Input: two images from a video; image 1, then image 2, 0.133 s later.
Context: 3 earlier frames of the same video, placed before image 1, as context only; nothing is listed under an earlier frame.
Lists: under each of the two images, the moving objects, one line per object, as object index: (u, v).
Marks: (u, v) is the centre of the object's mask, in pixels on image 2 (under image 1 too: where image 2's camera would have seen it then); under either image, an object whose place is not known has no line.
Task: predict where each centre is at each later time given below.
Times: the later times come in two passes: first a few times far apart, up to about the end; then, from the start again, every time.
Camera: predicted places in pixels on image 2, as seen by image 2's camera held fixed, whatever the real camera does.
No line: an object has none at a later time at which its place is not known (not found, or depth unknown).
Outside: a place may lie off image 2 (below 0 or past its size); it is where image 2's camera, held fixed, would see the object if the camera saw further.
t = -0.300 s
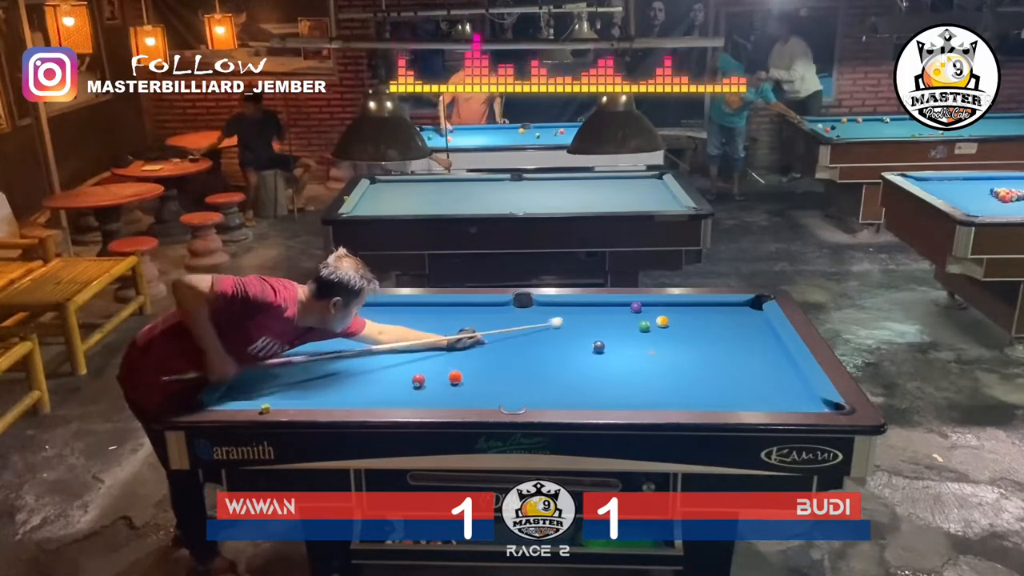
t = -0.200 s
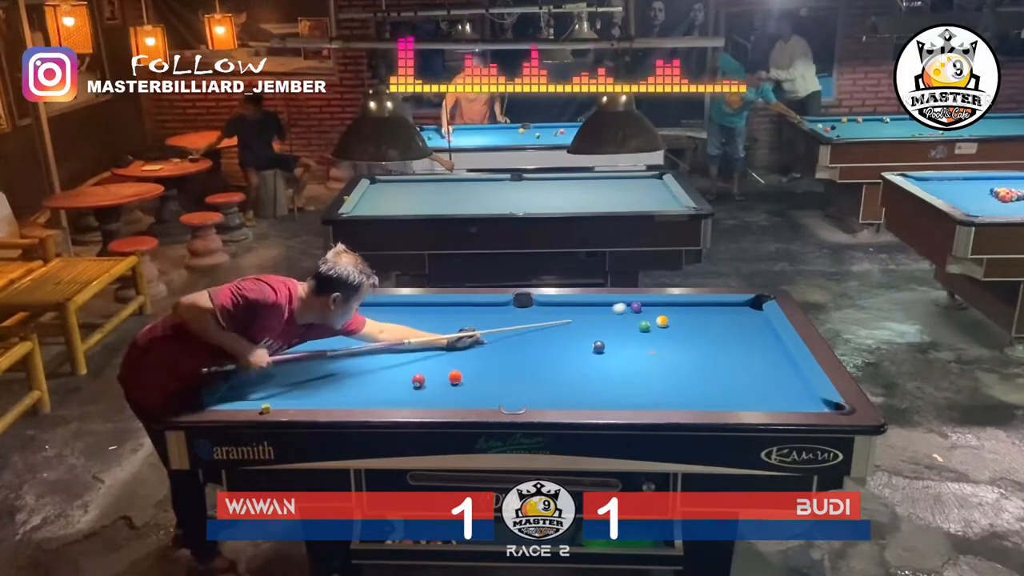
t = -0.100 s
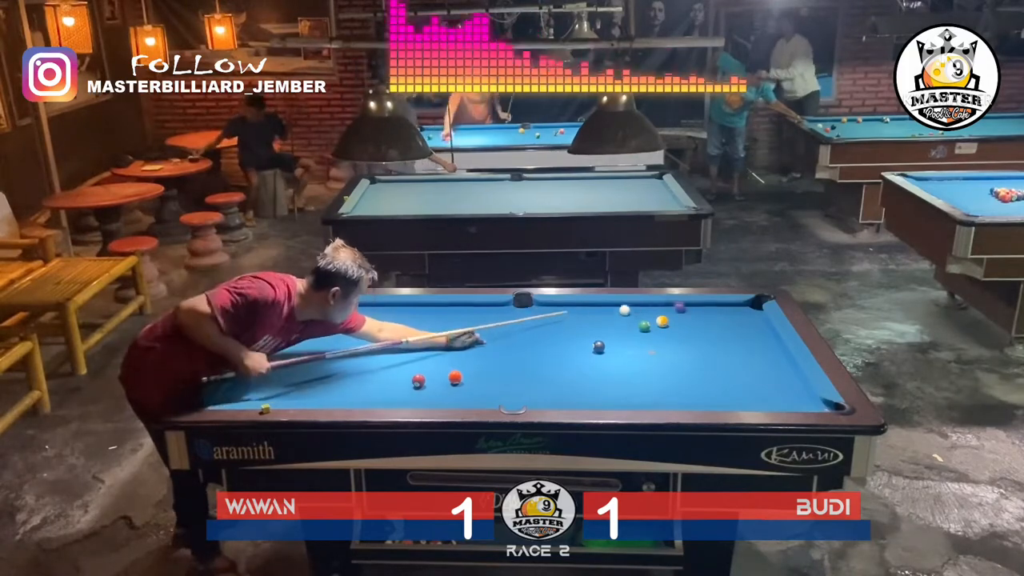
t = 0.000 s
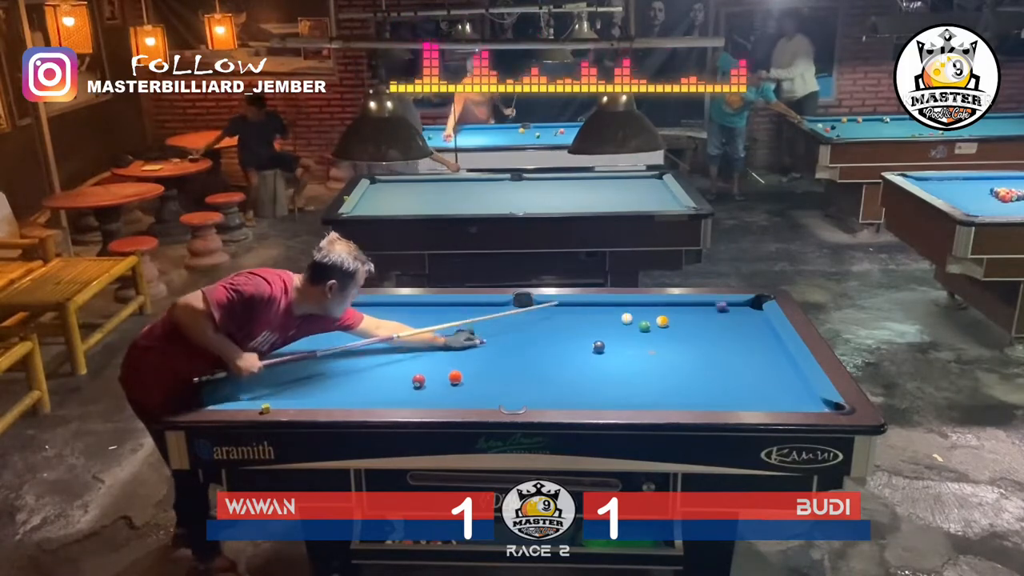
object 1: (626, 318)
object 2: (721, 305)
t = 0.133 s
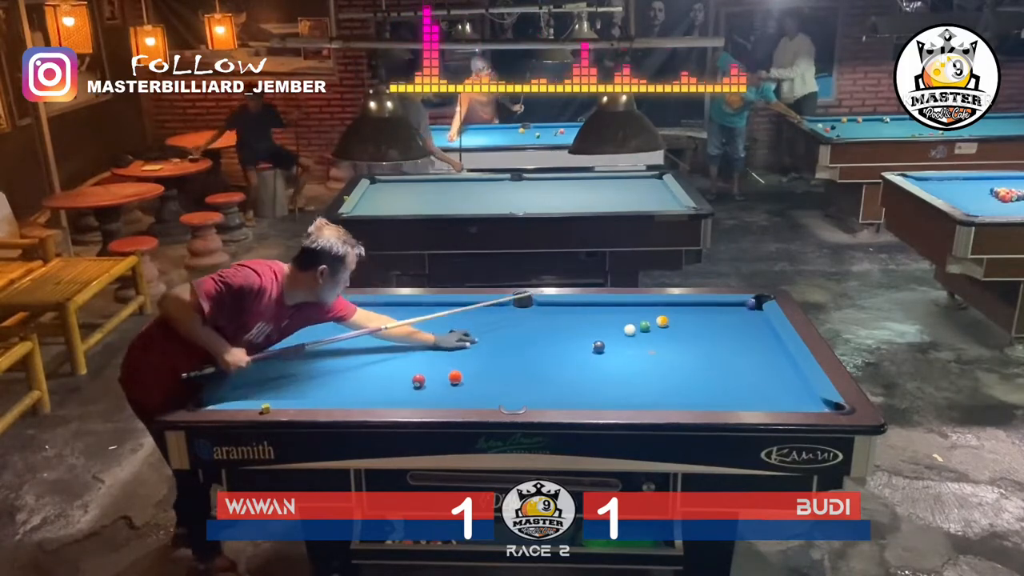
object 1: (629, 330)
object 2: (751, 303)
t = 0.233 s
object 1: (632, 339)
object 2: (754, 309)
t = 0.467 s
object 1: (639, 361)
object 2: (766, 325)
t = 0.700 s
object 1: (647, 384)
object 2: (773, 339)
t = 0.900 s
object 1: (653, 398)
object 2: (781, 352)
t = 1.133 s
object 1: (651, 383)
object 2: (789, 367)
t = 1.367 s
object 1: (650, 369)
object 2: (798, 381)
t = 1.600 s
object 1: (650, 358)
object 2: (807, 397)
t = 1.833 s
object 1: (650, 349)
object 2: (821, 403)
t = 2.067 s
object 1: (652, 341)
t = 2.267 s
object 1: (653, 335)
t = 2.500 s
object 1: (655, 329)
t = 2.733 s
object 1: (657, 326)
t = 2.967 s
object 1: (657, 325)
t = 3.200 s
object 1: (658, 325)
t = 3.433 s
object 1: (658, 325)
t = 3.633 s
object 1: (658, 325)
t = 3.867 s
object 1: (658, 325)
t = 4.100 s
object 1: (658, 325)
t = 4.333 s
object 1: (658, 325)
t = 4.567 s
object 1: (658, 325)
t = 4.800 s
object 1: (658, 325)
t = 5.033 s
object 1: (658, 325)
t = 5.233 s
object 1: (658, 325)
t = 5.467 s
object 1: (658, 325)
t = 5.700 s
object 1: (658, 325)
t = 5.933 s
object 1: (658, 325)
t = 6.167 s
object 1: (658, 325)
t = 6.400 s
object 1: (658, 325)
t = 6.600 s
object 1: (658, 325)
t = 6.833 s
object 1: (658, 325)
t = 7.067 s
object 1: (658, 325)
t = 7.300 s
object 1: (658, 325)
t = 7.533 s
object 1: (658, 325)
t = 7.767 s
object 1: (658, 325)
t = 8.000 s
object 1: (658, 325)
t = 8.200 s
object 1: (658, 325)
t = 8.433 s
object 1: (658, 325)
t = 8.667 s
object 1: (658, 325)
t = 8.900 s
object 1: (658, 325)
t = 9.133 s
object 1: (658, 325)
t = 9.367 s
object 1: (658, 325)
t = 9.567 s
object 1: (658, 325)
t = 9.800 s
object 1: (658, 325)
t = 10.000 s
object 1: (658, 325)
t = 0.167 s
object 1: (630, 333)
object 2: (750, 304)
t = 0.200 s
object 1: (631, 336)
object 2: (752, 306)
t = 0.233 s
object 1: (632, 339)
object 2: (754, 309)
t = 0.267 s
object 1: (633, 342)
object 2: (756, 311)
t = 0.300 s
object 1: (634, 345)
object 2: (759, 313)
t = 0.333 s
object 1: (635, 348)
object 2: (761, 316)
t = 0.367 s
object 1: (636, 351)
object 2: (762, 317)
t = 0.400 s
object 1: (637, 354)
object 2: (764, 320)
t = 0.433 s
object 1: (638, 357)
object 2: (765, 323)
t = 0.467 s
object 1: (639, 361)
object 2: (766, 325)
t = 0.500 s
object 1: (640, 364)
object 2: (767, 327)
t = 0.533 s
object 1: (641, 367)
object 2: (768, 329)
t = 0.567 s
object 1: (642, 370)
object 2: (769, 331)
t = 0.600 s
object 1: (643, 374)
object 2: (770, 332)
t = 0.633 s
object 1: (644, 377)
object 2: (772, 335)
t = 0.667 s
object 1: (646, 381)
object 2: (772, 337)
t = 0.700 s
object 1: (647, 384)
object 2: (773, 339)
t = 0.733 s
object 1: (648, 387)
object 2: (775, 341)
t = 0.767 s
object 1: (649, 391)
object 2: (776, 343)
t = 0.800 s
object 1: (650, 394)
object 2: (777, 345)
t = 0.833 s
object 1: (652, 396)
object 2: (778, 347)
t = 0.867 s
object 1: (652, 399)
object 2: (779, 350)
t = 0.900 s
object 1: (653, 398)
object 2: (781, 352)
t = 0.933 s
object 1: (652, 395)
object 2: (782, 354)
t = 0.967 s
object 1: (652, 394)
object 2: (783, 356)
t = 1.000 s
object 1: (652, 392)
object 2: (784, 358)
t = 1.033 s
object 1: (651, 389)
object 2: (786, 361)
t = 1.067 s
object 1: (651, 387)
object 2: (787, 363)
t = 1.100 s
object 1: (651, 385)
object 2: (788, 364)
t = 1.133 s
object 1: (651, 383)
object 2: (789, 367)
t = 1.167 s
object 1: (651, 381)
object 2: (790, 369)
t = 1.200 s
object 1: (650, 379)
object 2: (792, 371)
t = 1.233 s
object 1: (650, 377)
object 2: (793, 373)
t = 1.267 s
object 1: (650, 375)
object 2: (794, 376)
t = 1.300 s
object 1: (650, 373)
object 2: (795, 378)
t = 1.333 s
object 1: (650, 371)
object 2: (796, 380)
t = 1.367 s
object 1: (650, 369)
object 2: (798, 381)
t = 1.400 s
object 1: (650, 368)
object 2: (799, 384)
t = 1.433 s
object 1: (650, 366)
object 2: (800, 387)
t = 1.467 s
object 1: (650, 365)
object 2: (802, 389)
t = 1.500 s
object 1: (650, 363)
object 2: (803, 391)
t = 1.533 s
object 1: (650, 361)
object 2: (805, 393)
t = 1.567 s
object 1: (650, 360)
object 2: (806, 396)
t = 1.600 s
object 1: (650, 358)
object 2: (807, 397)
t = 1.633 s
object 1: (650, 357)
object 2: (808, 399)
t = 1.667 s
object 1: (650, 356)
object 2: (810, 400)
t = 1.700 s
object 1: (650, 354)
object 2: (812, 401)
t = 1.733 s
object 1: (650, 353)
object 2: (814, 403)
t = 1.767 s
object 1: (650, 352)
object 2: (817, 403)
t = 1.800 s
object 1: (650, 350)
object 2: (820, 403)
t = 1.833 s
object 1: (650, 349)
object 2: (821, 403)
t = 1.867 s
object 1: (651, 348)
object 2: (826, 404)
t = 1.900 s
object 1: (651, 347)
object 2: (828, 405)
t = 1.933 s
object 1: (651, 345)
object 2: (830, 407)
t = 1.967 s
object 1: (651, 344)
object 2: (830, 405)
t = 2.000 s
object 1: (651, 343)
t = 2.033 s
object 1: (652, 342)
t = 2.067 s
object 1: (652, 341)
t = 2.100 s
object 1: (652, 340)
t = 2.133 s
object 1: (652, 339)
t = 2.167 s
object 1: (652, 338)
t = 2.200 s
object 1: (653, 337)
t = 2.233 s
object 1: (653, 336)
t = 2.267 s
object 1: (653, 335)
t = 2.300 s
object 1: (654, 334)
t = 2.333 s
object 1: (654, 333)
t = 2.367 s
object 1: (654, 332)
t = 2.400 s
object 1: (655, 331)
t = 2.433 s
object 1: (655, 331)
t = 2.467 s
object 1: (655, 330)
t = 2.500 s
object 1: (655, 329)
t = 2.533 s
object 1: (656, 328)
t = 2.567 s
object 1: (656, 328)
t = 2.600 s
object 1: (657, 327)
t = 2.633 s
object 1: (657, 326)
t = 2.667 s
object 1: (657, 326)
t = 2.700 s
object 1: (657, 326)
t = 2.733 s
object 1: (657, 326)
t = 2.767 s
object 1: (657, 326)
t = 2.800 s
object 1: (657, 325)
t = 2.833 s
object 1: (657, 325)
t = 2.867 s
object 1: (658, 325)
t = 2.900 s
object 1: (658, 325)
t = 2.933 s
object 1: (657, 325)
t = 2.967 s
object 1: (657, 325)
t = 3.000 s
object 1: (657, 325)
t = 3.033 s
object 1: (658, 325)
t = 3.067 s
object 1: (657, 325)
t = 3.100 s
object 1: (658, 325)
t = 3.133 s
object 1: (658, 325)
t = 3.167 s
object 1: (658, 325)
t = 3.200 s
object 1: (658, 325)
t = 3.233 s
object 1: (658, 325)
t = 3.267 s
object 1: (658, 325)
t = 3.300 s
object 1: (658, 325)
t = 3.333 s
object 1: (658, 325)
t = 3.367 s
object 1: (658, 325)
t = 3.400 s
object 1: (658, 325)
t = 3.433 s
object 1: (658, 325)
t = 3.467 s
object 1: (658, 325)
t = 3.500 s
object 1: (658, 325)
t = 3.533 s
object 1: (658, 325)
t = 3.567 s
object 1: (658, 325)
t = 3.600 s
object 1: (658, 325)
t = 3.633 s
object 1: (658, 325)
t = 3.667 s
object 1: (658, 325)
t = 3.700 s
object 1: (658, 325)
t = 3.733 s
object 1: (658, 325)
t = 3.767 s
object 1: (658, 325)
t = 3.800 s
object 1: (658, 325)
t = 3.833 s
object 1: (658, 325)
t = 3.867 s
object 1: (658, 325)
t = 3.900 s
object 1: (658, 325)
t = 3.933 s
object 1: (658, 325)
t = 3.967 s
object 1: (658, 325)
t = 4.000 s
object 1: (658, 325)
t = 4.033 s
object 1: (658, 325)
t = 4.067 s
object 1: (658, 325)
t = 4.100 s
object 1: (658, 325)
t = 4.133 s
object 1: (658, 325)
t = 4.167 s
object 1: (658, 325)
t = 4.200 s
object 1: (658, 325)
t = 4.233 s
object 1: (658, 325)
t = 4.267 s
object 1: (658, 325)
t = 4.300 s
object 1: (658, 325)
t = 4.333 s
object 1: (658, 325)
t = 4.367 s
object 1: (658, 325)
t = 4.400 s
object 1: (658, 325)
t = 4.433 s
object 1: (658, 325)
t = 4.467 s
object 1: (658, 325)
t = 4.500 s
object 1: (658, 325)
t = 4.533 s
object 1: (658, 325)
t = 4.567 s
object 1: (658, 325)
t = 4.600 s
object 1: (658, 325)
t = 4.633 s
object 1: (658, 325)
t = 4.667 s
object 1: (658, 325)
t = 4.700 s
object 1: (658, 325)
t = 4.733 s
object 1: (658, 325)
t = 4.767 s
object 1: (658, 325)
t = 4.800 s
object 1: (658, 325)
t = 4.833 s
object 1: (658, 325)
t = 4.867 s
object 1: (658, 325)
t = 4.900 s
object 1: (658, 325)
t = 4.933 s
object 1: (658, 325)
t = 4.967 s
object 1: (658, 325)
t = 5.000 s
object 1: (658, 325)
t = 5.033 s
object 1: (658, 325)
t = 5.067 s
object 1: (658, 325)
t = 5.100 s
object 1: (658, 325)
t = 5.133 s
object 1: (658, 325)
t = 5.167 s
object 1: (658, 325)
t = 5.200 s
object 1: (658, 325)
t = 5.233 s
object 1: (658, 325)
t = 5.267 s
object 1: (658, 325)
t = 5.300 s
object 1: (658, 325)
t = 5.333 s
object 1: (658, 325)
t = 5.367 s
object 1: (658, 325)
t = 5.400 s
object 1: (658, 325)
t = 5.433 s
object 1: (658, 325)
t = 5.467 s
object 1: (658, 325)
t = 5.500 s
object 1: (658, 325)
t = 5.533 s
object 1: (658, 325)
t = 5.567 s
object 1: (658, 325)
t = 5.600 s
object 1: (658, 325)
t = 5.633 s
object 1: (658, 325)
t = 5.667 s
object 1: (658, 325)
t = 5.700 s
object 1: (658, 325)
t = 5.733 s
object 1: (658, 325)
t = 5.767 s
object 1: (658, 325)
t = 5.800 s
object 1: (658, 325)
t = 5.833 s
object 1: (658, 325)
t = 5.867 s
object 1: (658, 325)
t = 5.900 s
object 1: (658, 325)
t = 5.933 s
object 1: (658, 325)
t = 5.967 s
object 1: (658, 325)
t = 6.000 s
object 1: (658, 325)
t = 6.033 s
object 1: (658, 325)
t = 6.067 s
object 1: (658, 325)
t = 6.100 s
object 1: (658, 325)
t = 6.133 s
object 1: (658, 325)
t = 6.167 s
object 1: (658, 325)
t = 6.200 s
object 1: (658, 325)
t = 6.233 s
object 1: (658, 325)
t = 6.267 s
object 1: (658, 325)
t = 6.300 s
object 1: (658, 325)
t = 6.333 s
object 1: (658, 325)
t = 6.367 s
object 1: (658, 325)
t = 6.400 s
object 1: (658, 325)
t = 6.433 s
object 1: (658, 325)
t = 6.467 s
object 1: (658, 325)
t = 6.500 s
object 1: (658, 325)
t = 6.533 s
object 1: (658, 325)
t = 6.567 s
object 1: (658, 325)
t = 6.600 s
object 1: (658, 325)
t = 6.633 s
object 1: (658, 325)
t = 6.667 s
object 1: (658, 325)
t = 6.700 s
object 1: (658, 325)
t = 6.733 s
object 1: (658, 325)
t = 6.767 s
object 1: (658, 325)
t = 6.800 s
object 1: (658, 325)
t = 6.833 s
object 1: (658, 325)
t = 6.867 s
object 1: (658, 325)
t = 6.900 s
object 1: (658, 325)
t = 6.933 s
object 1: (658, 325)
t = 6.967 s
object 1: (658, 325)
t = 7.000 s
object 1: (658, 325)
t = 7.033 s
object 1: (658, 325)
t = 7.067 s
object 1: (658, 325)
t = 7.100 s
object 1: (658, 325)
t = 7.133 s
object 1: (658, 325)
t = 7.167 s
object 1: (658, 325)
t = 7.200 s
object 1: (658, 325)
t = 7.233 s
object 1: (658, 325)
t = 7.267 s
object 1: (658, 325)
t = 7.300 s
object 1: (658, 325)
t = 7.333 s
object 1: (658, 325)
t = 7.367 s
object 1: (658, 325)
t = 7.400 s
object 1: (658, 325)
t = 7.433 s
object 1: (658, 325)
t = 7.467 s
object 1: (658, 325)
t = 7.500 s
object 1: (658, 325)
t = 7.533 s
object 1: (658, 325)
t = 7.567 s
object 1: (658, 325)
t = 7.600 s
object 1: (658, 325)
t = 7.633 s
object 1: (658, 325)
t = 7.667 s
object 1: (658, 325)
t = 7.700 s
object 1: (658, 325)
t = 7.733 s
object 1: (658, 325)
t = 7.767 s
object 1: (658, 325)
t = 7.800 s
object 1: (658, 325)
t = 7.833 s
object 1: (658, 325)
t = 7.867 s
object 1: (658, 325)
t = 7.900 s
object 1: (658, 325)
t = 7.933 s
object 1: (658, 325)
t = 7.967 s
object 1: (658, 325)
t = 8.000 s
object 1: (658, 325)
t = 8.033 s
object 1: (658, 325)
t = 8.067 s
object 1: (658, 325)
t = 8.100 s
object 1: (658, 325)
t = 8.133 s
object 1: (658, 325)
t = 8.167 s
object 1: (658, 325)
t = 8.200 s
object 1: (658, 325)
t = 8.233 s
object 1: (658, 325)
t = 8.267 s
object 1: (658, 325)
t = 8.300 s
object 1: (658, 325)
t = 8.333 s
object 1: (658, 325)
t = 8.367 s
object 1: (658, 325)
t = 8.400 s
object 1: (658, 325)
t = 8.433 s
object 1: (658, 325)
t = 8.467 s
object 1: (658, 325)
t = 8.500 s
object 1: (658, 325)
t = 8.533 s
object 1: (658, 325)
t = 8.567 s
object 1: (658, 325)
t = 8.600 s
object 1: (658, 325)
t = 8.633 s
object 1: (658, 325)
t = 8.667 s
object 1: (658, 325)
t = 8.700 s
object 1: (658, 325)
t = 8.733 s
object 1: (658, 325)
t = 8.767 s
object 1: (658, 325)
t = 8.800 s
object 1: (658, 325)
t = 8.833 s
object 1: (658, 325)
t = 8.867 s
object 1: (658, 325)
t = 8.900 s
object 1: (658, 325)
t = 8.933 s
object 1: (658, 325)
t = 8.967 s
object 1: (658, 325)
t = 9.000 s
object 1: (658, 325)
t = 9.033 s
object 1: (658, 325)
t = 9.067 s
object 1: (658, 325)
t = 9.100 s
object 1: (658, 325)
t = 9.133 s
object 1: (658, 325)
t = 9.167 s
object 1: (658, 325)
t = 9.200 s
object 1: (658, 325)
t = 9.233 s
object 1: (658, 325)
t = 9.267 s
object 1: (658, 325)
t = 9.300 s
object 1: (658, 325)
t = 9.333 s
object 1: (658, 325)
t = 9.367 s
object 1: (658, 325)
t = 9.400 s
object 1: (658, 325)
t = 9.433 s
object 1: (658, 325)
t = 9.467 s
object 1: (658, 325)
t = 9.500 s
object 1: (658, 325)
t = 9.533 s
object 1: (658, 325)
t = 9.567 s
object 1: (658, 325)
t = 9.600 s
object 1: (658, 325)
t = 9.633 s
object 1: (658, 325)
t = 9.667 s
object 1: (658, 325)
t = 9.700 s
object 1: (658, 325)
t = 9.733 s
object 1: (658, 325)
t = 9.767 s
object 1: (658, 325)
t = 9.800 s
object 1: (658, 325)
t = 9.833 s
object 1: (658, 325)
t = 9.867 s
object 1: (658, 325)
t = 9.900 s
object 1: (658, 325)
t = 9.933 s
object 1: (658, 325)
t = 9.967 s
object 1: (658, 325)
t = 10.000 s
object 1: (658, 325)
